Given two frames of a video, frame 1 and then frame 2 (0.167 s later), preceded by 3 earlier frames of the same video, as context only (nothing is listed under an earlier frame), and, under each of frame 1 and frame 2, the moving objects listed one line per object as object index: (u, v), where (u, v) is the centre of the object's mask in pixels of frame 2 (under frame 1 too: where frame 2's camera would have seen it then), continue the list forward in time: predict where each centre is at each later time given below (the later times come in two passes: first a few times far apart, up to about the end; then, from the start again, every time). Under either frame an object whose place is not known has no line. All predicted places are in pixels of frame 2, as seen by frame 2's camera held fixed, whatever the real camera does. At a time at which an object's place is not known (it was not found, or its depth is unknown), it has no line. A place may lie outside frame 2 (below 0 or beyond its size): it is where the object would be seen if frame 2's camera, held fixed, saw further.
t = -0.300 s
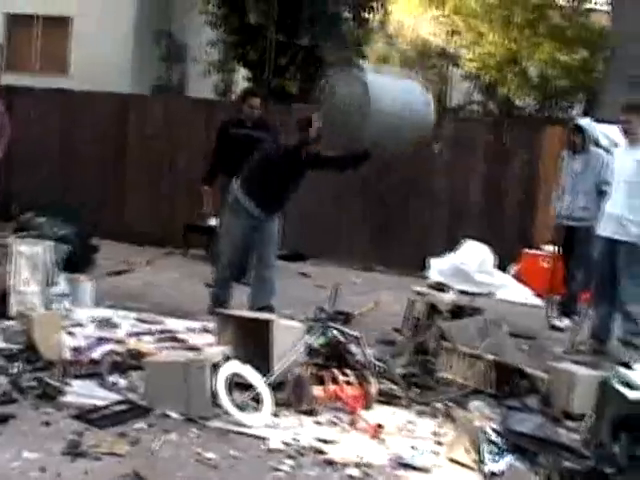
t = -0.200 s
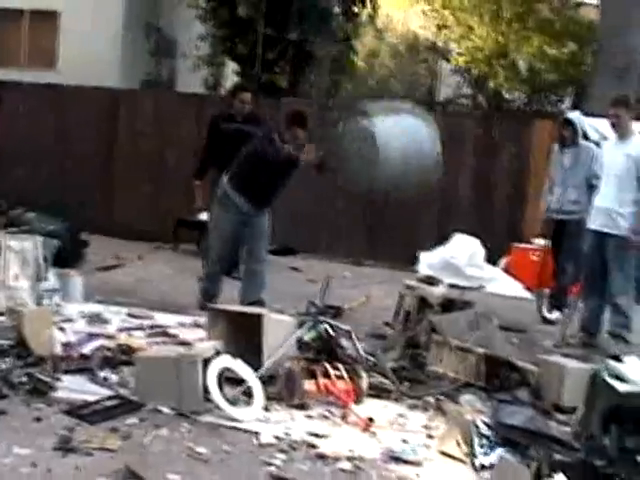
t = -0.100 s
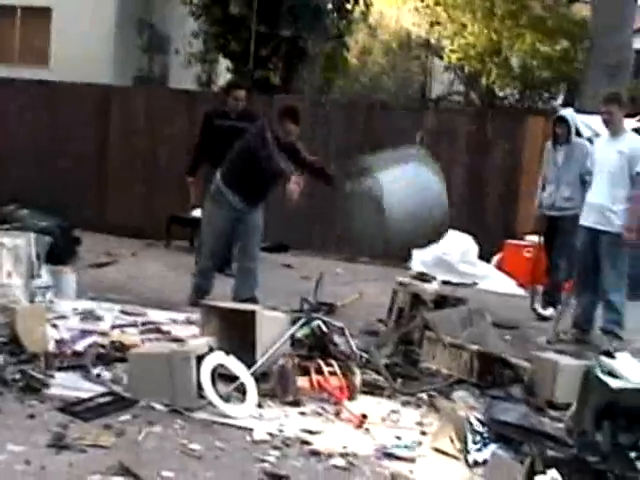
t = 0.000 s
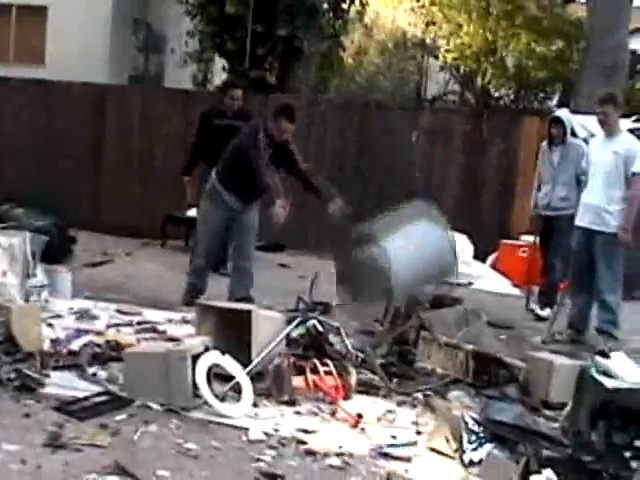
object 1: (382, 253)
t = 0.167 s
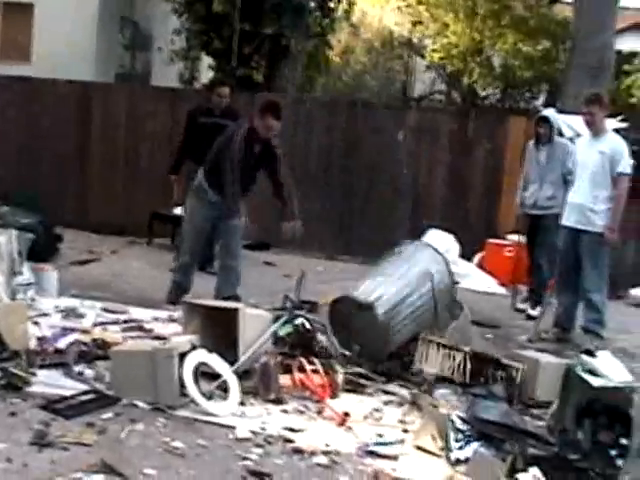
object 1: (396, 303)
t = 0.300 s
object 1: (399, 301)
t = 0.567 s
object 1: (399, 310)
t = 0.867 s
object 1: (403, 317)
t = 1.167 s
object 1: (414, 322)
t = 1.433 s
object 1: (425, 328)
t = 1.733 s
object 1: (435, 339)
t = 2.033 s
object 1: (441, 344)
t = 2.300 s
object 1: (446, 348)
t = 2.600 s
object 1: (449, 350)
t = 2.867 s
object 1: (446, 359)
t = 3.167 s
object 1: (441, 368)
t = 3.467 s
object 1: (442, 366)
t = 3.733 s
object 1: (447, 370)
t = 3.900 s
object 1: (449, 371)
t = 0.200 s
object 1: (397, 302)
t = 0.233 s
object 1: (398, 301)
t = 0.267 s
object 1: (398, 301)
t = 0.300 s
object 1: (399, 301)
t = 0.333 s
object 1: (399, 301)
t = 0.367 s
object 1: (400, 302)
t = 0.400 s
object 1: (400, 302)
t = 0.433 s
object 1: (399, 305)
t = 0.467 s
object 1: (400, 305)
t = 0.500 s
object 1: (399, 307)
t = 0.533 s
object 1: (399, 308)
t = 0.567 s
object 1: (399, 310)
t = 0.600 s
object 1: (399, 311)
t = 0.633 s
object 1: (400, 311)
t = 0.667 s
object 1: (400, 312)
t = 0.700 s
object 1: (400, 314)
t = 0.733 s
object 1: (401, 314)
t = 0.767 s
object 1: (401, 315)
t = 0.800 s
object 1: (401, 316)
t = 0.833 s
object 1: (402, 316)
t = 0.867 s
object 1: (403, 317)
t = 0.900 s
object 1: (404, 317)
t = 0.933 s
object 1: (405, 317)
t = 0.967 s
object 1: (406, 317)
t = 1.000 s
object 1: (407, 318)
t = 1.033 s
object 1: (408, 318)
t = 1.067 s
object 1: (408, 319)
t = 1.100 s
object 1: (412, 320)
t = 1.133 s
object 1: (413, 321)
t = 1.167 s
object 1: (414, 322)
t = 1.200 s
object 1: (415, 323)
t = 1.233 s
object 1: (416, 323)
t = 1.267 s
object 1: (418, 323)
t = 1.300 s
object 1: (420, 324)
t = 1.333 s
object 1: (421, 325)
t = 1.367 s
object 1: (422, 326)
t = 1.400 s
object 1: (424, 327)
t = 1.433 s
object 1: (425, 328)
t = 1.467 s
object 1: (426, 329)
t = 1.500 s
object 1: (428, 330)
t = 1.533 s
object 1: (429, 332)
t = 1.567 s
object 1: (430, 332)
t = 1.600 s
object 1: (431, 334)
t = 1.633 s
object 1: (432, 335)
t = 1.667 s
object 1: (433, 335)
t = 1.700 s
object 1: (434, 338)
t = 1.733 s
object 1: (435, 339)
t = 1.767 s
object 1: (436, 340)
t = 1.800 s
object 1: (437, 342)
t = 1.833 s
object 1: (437, 343)
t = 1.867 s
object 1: (438, 343)
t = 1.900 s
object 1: (439, 343)
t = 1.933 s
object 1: (439, 343)
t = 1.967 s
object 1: (440, 343)
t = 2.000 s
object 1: (440, 344)
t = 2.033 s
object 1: (441, 344)
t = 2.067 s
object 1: (441, 345)
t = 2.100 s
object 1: (441, 345)
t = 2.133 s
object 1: (442, 346)
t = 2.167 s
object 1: (442, 347)
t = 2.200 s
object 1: (444, 347)
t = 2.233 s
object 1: (444, 347)
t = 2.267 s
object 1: (444, 348)
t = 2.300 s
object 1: (446, 348)
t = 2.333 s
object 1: (446, 349)
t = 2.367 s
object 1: (446, 349)
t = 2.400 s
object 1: (447, 349)
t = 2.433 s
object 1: (448, 348)
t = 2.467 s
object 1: (448, 348)
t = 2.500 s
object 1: (449, 349)
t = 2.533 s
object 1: (450, 349)
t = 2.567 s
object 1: (450, 350)
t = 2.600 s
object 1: (449, 350)
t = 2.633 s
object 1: (449, 351)
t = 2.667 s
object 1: (449, 351)
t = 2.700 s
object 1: (449, 353)
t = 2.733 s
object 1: (448, 353)
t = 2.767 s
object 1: (448, 354)
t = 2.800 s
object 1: (447, 356)
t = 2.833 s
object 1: (447, 357)
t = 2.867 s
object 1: (446, 359)
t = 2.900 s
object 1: (445, 360)
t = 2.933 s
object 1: (444, 361)
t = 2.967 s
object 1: (443, 363)
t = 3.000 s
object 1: (443, 364)
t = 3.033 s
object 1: (443, 365)
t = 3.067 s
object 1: (443, 366)
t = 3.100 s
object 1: (443, 367)
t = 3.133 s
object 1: (442, 368)
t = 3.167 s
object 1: (441, 368)
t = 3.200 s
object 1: (441, 369)
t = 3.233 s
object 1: (442, 368)
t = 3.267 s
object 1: (442, 367)
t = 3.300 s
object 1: (441, 367)
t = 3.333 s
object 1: (442, 367)
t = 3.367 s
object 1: (442, 367)
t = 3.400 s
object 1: (442, 366)
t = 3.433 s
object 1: (442, 367)
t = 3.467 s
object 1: (442, 366)
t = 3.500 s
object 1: (443, 367)
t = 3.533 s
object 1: (443, 367)
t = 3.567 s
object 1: (443, 367)
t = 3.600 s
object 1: (444, 368)
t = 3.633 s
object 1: (445, 369)
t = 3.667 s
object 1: (446, 369)
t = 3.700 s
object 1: (447, 369)
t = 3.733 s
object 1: (447, 370)
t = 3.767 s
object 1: (448, 370)
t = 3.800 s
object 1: (448, 370)
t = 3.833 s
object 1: (448, 371)
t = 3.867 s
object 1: (449, 371)
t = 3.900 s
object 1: (449, 371)
